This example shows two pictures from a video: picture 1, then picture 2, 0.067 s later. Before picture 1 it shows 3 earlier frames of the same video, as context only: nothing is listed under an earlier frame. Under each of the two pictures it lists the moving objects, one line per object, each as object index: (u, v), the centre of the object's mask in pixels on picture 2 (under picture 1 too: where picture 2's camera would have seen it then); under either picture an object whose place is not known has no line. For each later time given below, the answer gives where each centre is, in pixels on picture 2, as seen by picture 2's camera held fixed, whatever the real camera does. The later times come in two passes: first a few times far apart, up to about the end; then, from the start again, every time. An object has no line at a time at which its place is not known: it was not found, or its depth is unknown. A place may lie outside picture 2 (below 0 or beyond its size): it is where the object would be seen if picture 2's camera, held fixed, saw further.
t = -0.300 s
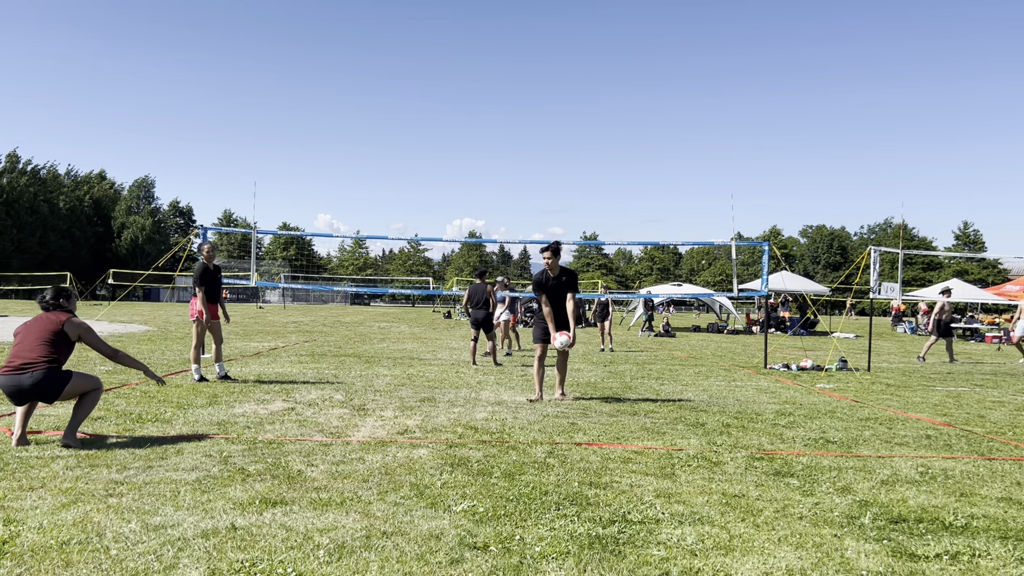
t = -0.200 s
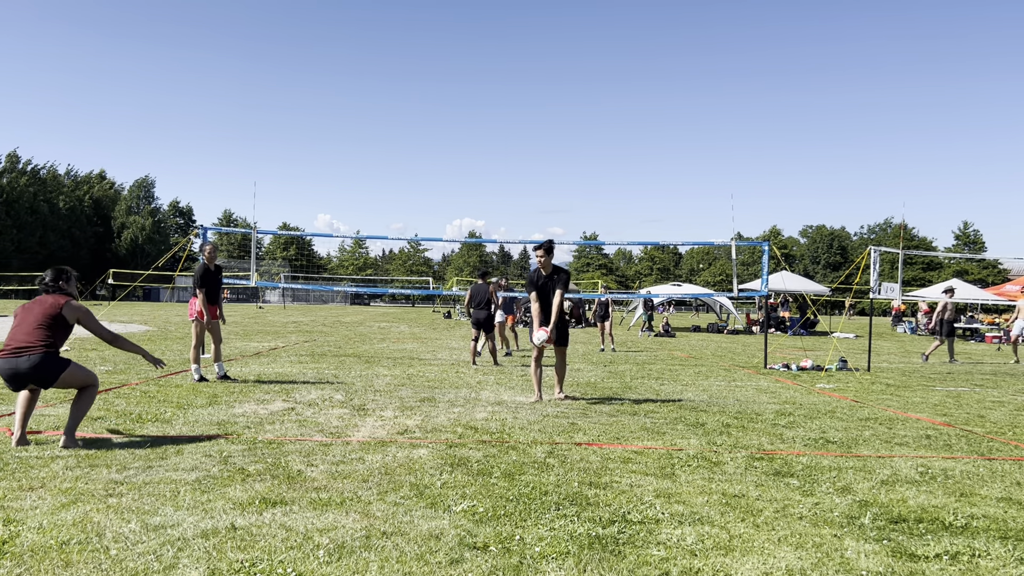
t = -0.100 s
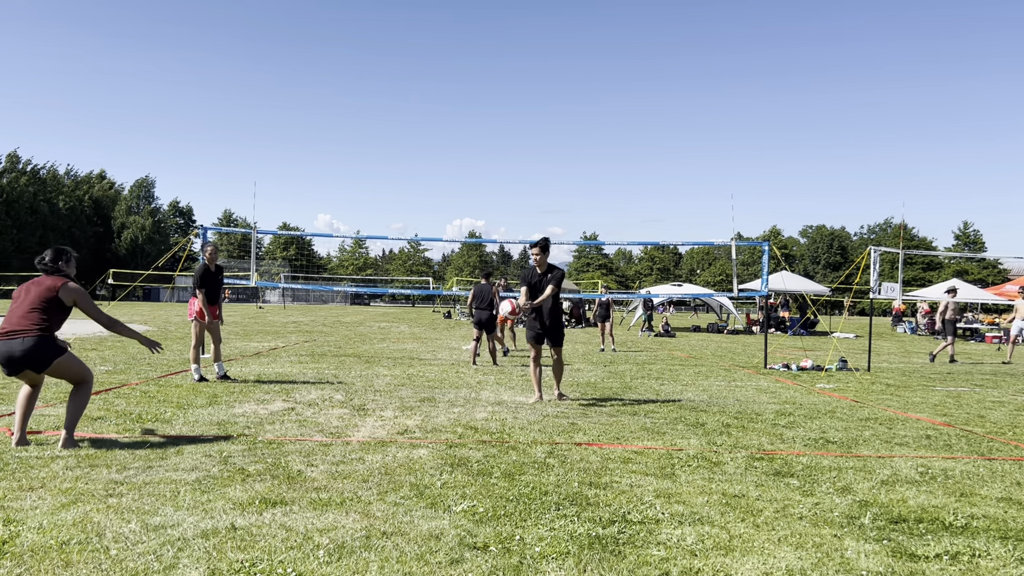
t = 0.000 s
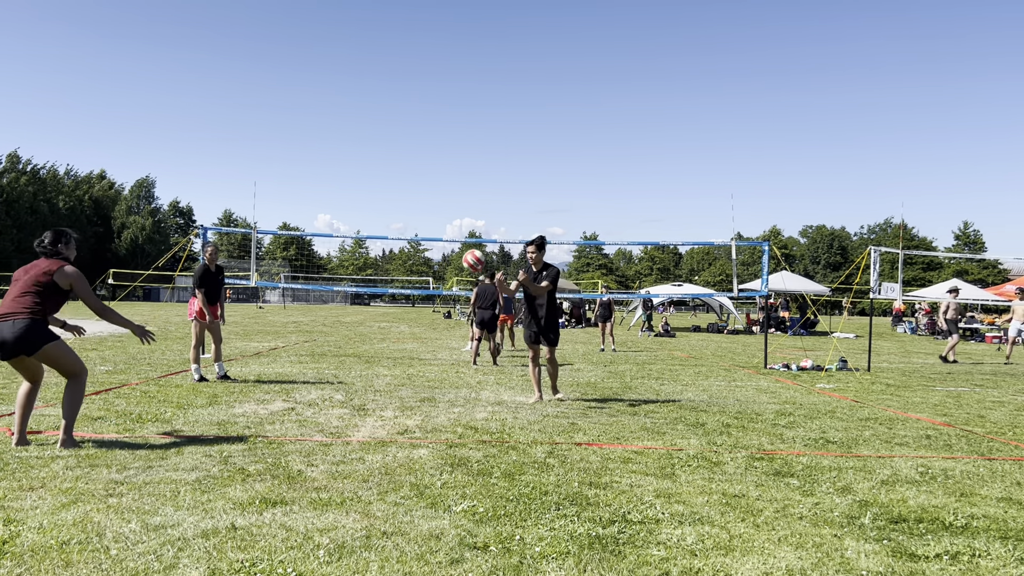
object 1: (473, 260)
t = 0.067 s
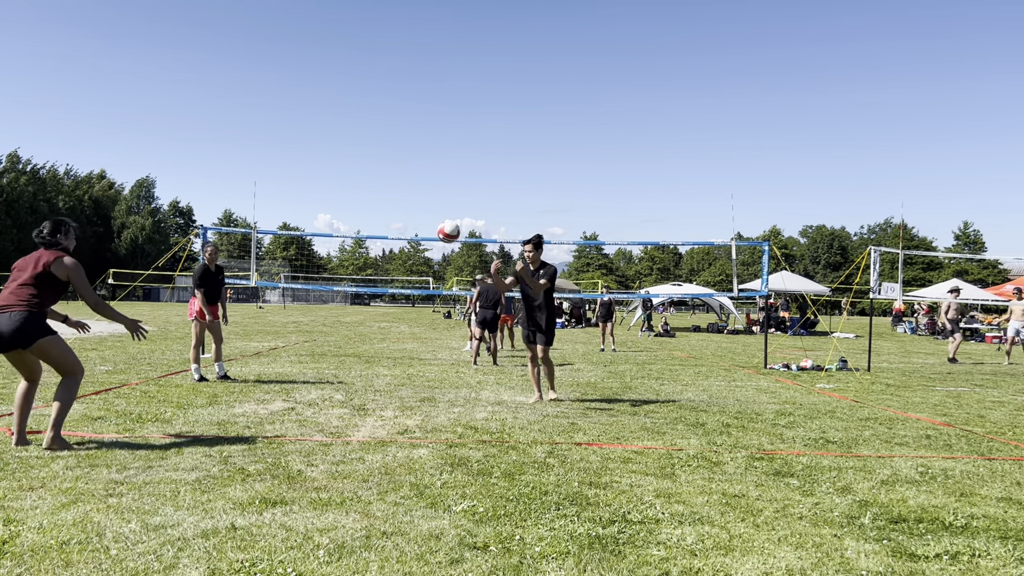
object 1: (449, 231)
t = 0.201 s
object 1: (394, 182)
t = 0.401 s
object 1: (305, 136)
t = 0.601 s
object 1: (205, 131)
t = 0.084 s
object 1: (442, 225)
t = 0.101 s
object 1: (436, 218)
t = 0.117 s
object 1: (429, 212)
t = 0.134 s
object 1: (422, 205)
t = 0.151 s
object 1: (415, 199)
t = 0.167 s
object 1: (408, 193)
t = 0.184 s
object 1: (401, 188)
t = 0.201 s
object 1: (394, 182)
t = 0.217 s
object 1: (387, 177)
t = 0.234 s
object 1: (380, 172)
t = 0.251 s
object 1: (373, 167)
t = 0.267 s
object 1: (365, 163)
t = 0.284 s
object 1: (358, 159)
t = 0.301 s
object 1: (351, 155)
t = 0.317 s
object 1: (343, 151)
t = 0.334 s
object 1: (336, 147)
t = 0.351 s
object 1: (328, 144)
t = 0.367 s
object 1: (320, 141)
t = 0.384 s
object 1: (313, 138)
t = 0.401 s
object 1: (305, 136)
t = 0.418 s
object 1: (297, 134)
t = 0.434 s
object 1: (289, 132)
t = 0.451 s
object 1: (281, 130)
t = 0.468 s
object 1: (273, 129)
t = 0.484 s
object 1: (264, 128)
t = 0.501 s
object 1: (256, 127)
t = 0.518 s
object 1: (248, 127)
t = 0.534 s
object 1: (239, 127)
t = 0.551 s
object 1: (231, 128)
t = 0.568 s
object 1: (222, 128)
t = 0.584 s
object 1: (214, 130)
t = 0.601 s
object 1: (205, 131)
